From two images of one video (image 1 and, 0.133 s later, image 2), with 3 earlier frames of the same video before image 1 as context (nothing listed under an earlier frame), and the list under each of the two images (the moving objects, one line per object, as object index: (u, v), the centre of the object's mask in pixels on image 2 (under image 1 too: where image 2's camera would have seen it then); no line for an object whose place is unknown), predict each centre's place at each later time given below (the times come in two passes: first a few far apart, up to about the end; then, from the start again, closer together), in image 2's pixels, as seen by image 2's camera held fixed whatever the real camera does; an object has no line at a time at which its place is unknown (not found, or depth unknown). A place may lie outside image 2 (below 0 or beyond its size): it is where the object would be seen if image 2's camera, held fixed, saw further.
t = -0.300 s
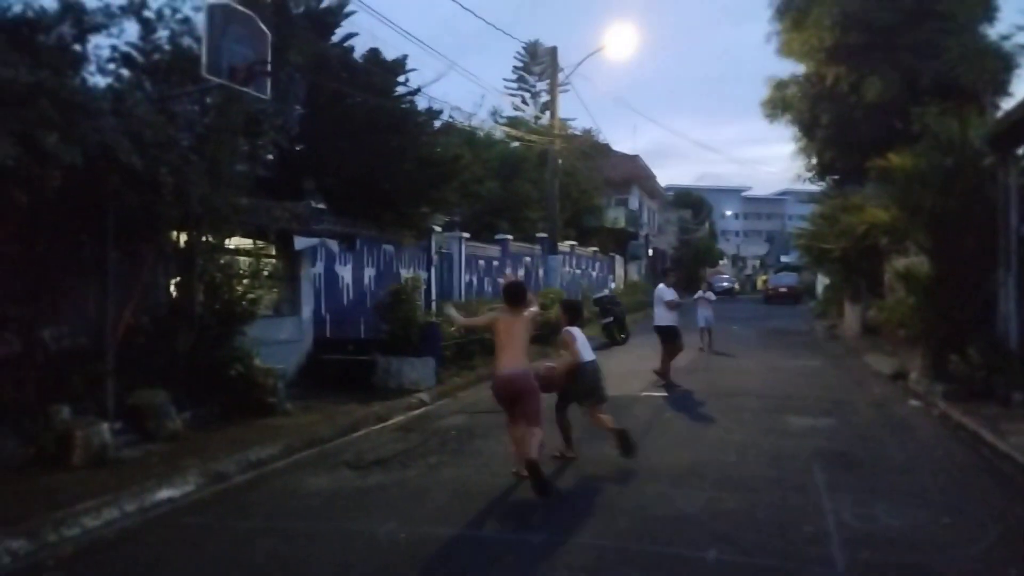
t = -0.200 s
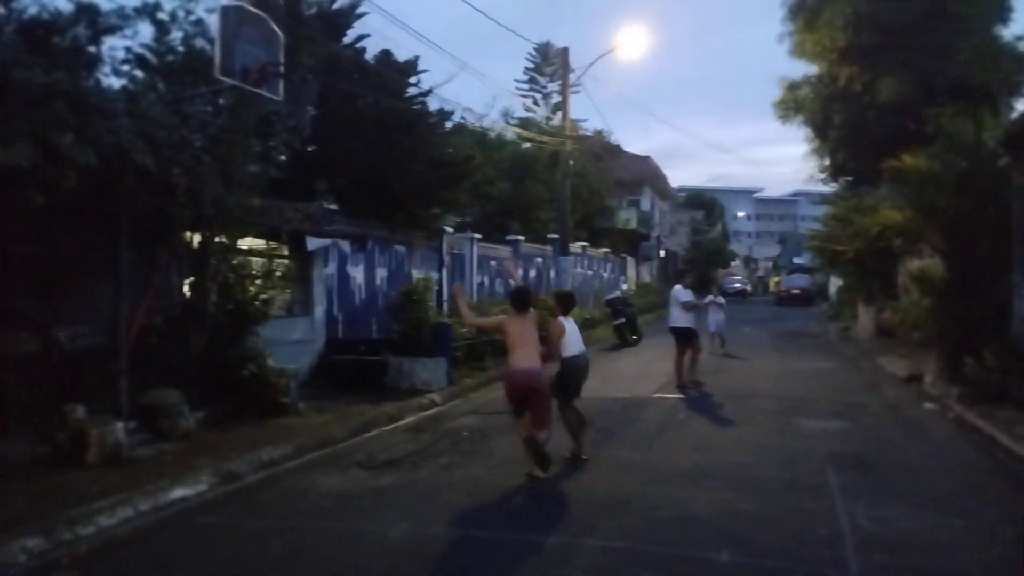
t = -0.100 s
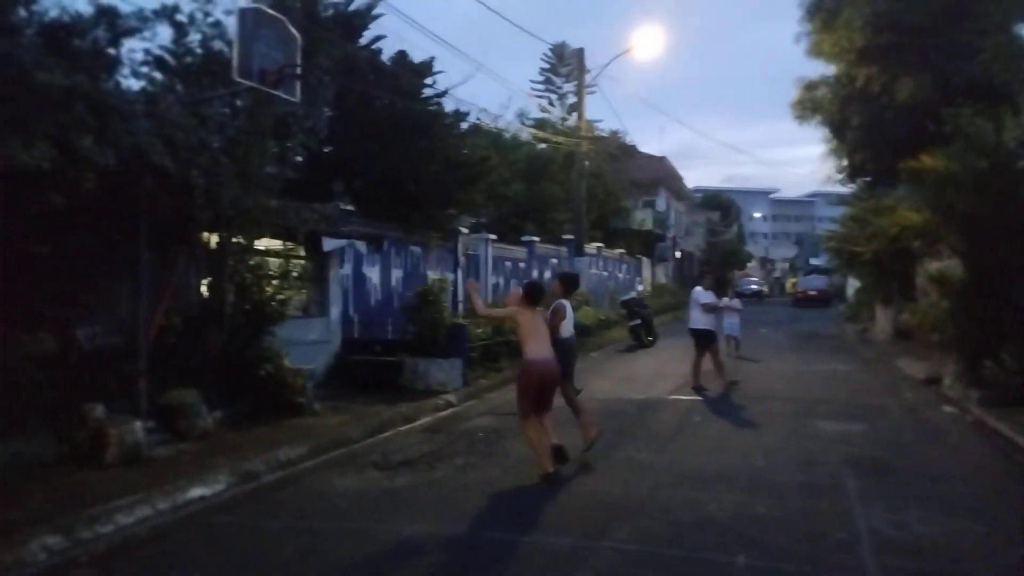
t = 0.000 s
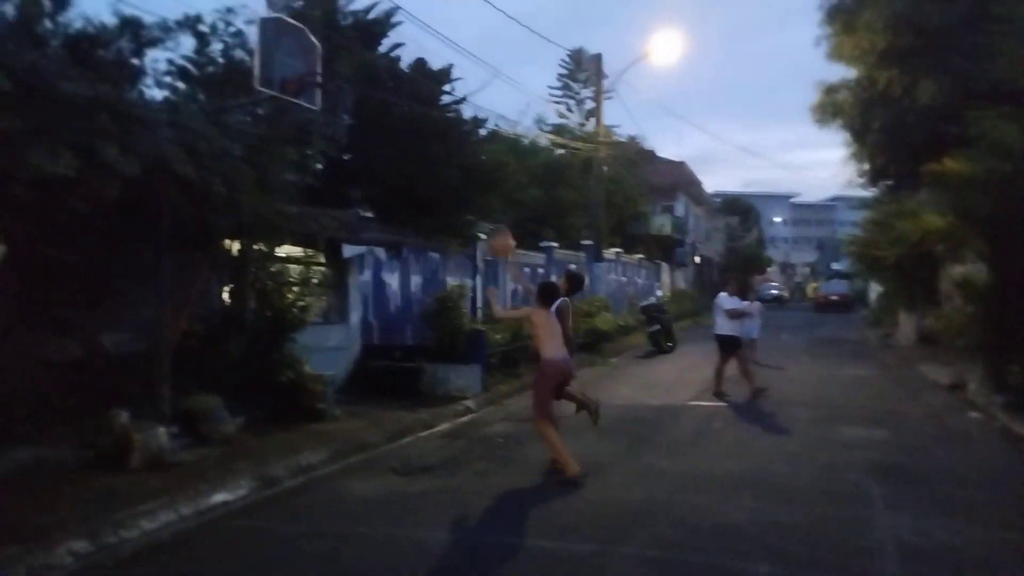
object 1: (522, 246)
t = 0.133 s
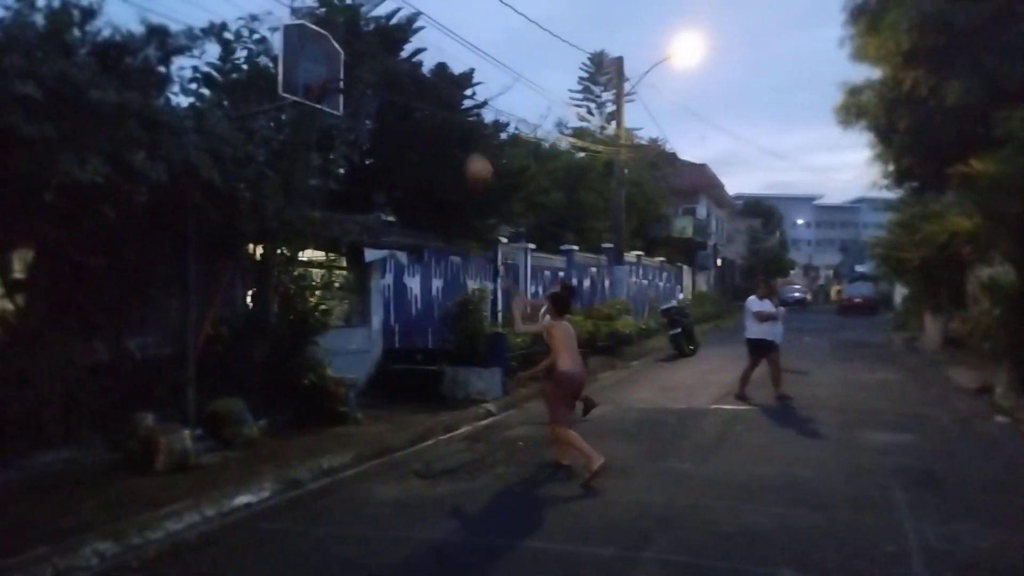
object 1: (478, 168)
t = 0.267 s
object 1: (436, 108)
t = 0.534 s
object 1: (350, 44)
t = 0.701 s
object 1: (336, 40)
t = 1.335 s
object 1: (270, 294)
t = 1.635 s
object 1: (328, 422)
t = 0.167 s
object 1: (468, 151)
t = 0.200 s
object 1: (456, 135)
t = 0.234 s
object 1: (446, 122)
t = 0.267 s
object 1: (436, 108)
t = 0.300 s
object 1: (425, 96)
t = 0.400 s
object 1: (392, 68)
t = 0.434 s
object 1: (381, 60)
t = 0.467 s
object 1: (370, 54)
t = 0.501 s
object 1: (359, 48)
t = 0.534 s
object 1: (350, 44)
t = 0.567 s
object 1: (347, 42)
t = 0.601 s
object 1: (344, 41)
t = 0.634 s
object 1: (341, 40)
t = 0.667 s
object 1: (338, 40)
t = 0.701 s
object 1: (336, 40)
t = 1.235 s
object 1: (274, 233)
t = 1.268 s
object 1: (273, 251)
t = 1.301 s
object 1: (270, 270)
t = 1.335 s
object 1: (270, 294)
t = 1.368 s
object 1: (268, 314)
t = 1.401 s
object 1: (262, 340)
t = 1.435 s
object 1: (261, 362)
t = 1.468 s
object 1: (259, 388)
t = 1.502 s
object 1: (266, 405)
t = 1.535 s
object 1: (283, 413)
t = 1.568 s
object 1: (297, 421)
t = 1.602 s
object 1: (313, 428)
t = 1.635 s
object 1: (328, 422)
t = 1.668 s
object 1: (346, 413)
